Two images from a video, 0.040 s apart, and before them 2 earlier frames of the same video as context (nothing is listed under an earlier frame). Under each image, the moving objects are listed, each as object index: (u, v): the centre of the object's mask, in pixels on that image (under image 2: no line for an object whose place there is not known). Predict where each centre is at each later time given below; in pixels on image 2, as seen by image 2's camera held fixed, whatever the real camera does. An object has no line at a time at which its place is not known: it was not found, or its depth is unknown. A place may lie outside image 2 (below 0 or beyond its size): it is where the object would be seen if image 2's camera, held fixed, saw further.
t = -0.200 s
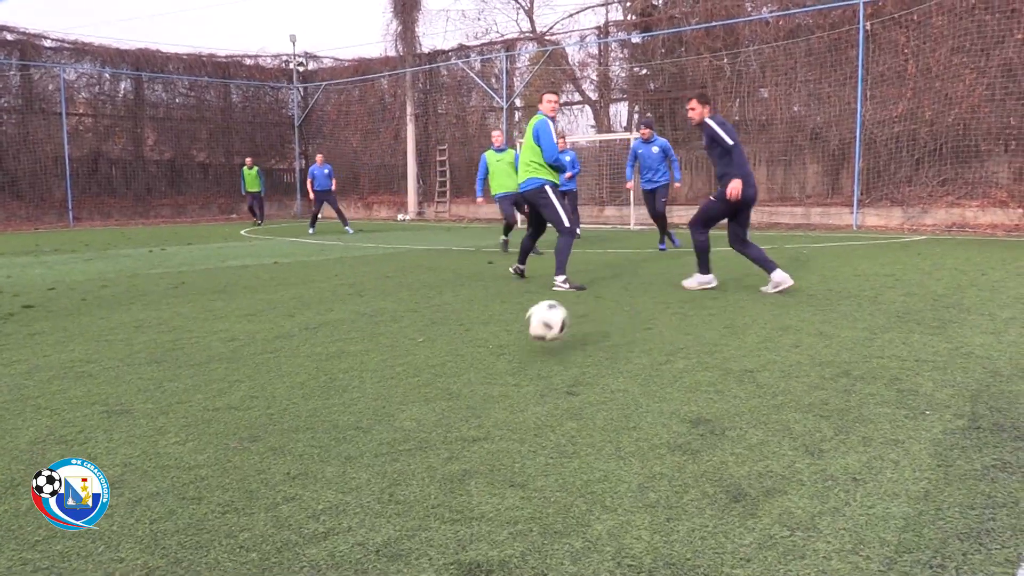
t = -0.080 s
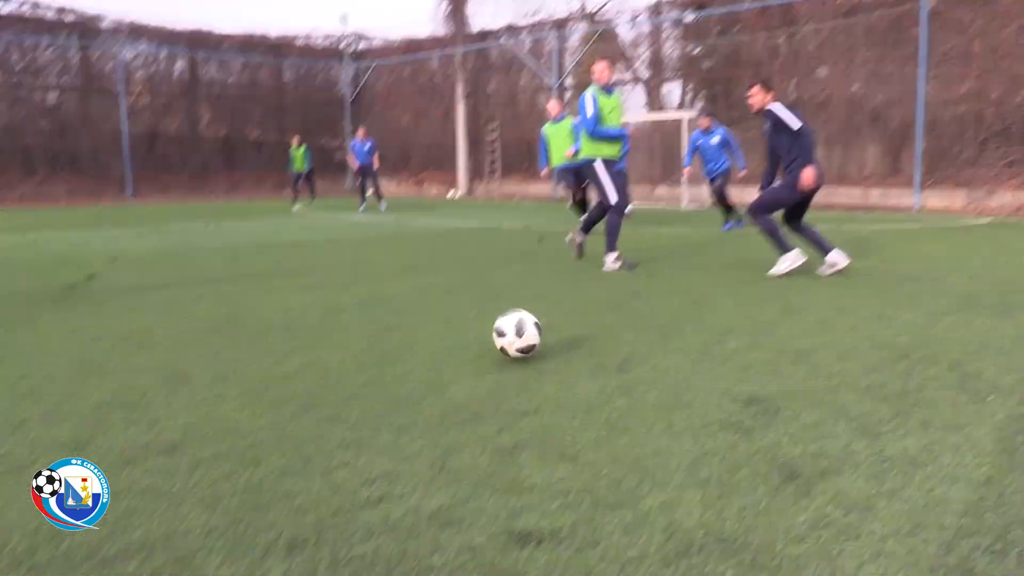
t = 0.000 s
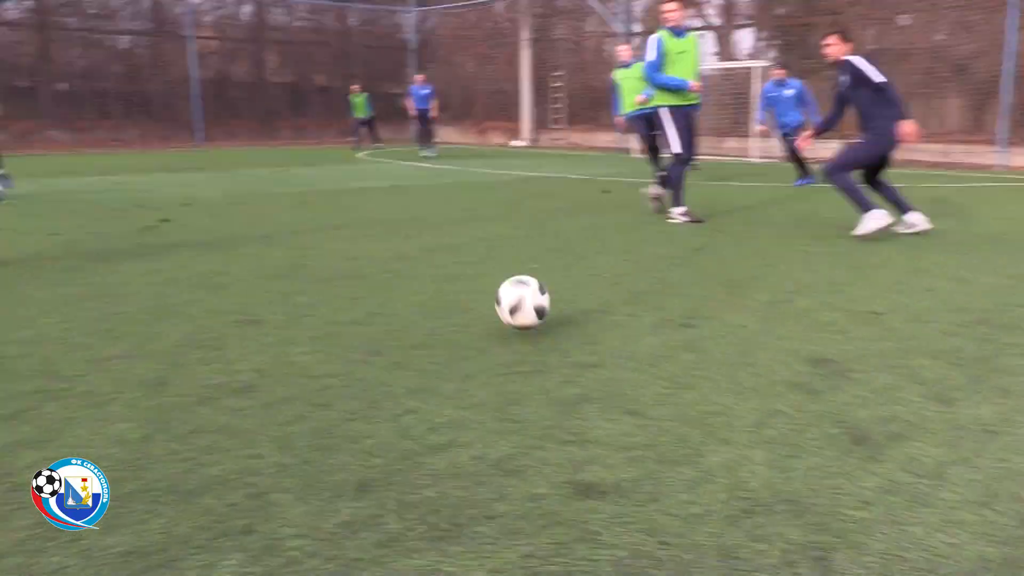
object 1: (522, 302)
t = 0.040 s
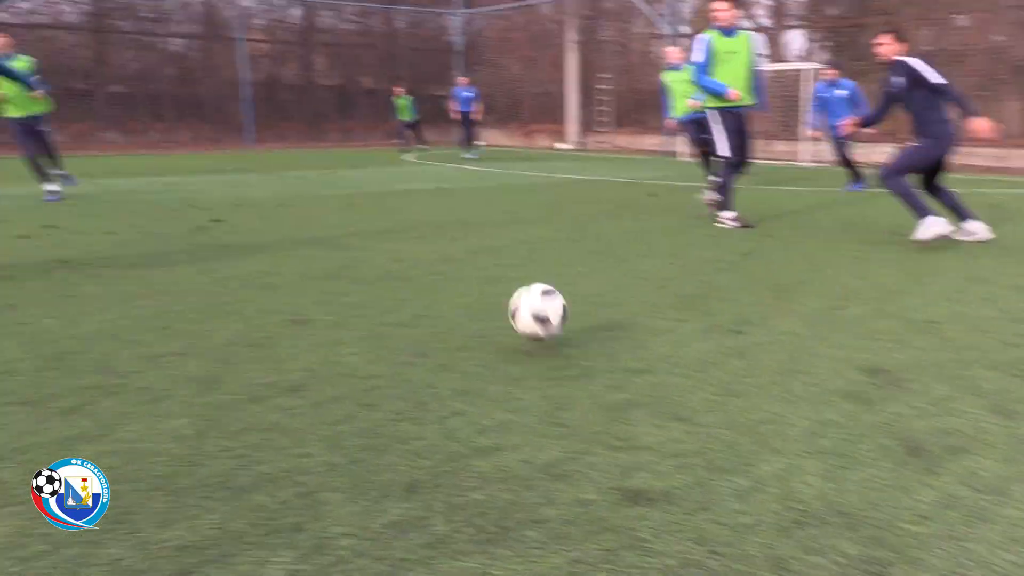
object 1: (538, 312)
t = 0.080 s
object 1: (502, 323)
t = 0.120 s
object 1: (463, 341)
